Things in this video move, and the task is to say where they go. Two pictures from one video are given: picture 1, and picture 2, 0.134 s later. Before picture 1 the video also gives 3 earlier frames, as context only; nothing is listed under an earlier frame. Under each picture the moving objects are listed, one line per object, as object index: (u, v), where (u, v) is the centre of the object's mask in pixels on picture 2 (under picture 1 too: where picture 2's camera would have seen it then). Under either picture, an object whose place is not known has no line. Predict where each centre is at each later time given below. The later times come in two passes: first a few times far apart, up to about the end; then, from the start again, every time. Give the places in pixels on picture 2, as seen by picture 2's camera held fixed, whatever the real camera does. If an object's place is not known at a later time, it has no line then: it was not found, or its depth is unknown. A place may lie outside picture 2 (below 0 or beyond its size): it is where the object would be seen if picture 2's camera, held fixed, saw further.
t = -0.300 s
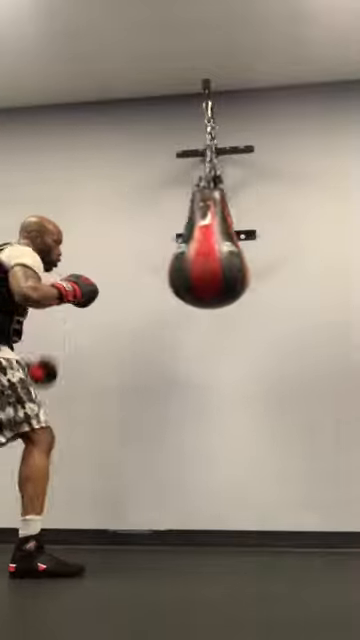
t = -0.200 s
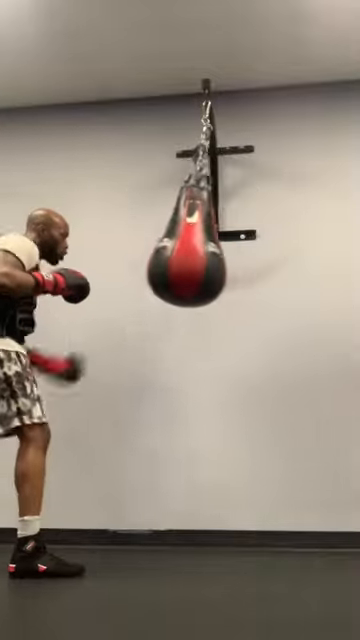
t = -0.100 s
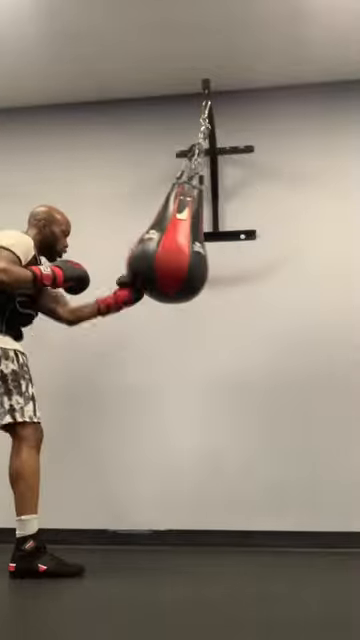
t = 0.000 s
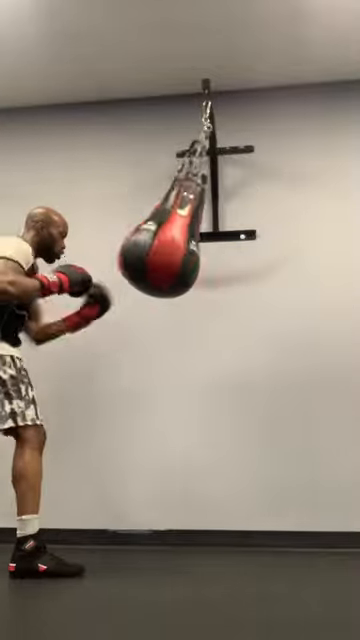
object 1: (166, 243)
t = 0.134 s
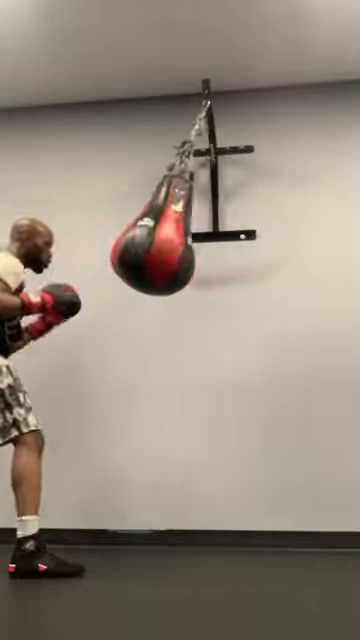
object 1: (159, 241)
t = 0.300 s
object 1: (166, 239)
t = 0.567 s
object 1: (201, 242)
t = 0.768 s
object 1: (231, 241)
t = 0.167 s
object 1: (159, 241)
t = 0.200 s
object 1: (160, 241)
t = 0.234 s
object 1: (161, 240)
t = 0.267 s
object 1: (164, 238)
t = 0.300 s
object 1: (166, 239)
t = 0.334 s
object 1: (169, 239)
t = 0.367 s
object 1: (173, 239)
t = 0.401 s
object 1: (177, 239)
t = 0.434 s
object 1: (181, 240)
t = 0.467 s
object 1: (185, 240)
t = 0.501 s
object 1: (190, 241)
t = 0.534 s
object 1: (196, 241)
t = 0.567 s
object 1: (201, 242)
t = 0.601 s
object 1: (207, 241)
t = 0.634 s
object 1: (212, 241)
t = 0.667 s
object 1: (218, 241)
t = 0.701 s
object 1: (223, 241)
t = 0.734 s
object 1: (227, 241)
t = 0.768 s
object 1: (231, 241)
